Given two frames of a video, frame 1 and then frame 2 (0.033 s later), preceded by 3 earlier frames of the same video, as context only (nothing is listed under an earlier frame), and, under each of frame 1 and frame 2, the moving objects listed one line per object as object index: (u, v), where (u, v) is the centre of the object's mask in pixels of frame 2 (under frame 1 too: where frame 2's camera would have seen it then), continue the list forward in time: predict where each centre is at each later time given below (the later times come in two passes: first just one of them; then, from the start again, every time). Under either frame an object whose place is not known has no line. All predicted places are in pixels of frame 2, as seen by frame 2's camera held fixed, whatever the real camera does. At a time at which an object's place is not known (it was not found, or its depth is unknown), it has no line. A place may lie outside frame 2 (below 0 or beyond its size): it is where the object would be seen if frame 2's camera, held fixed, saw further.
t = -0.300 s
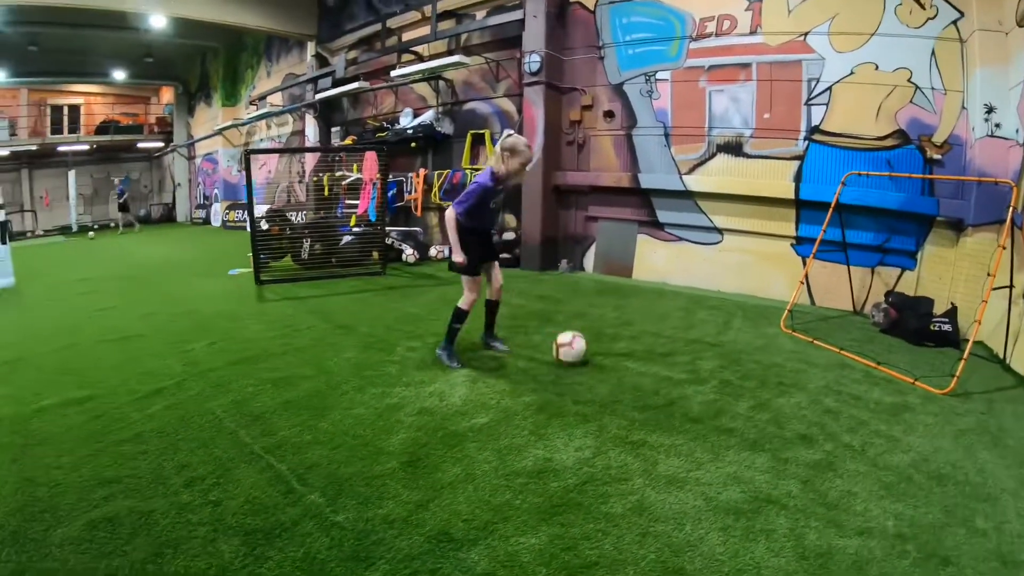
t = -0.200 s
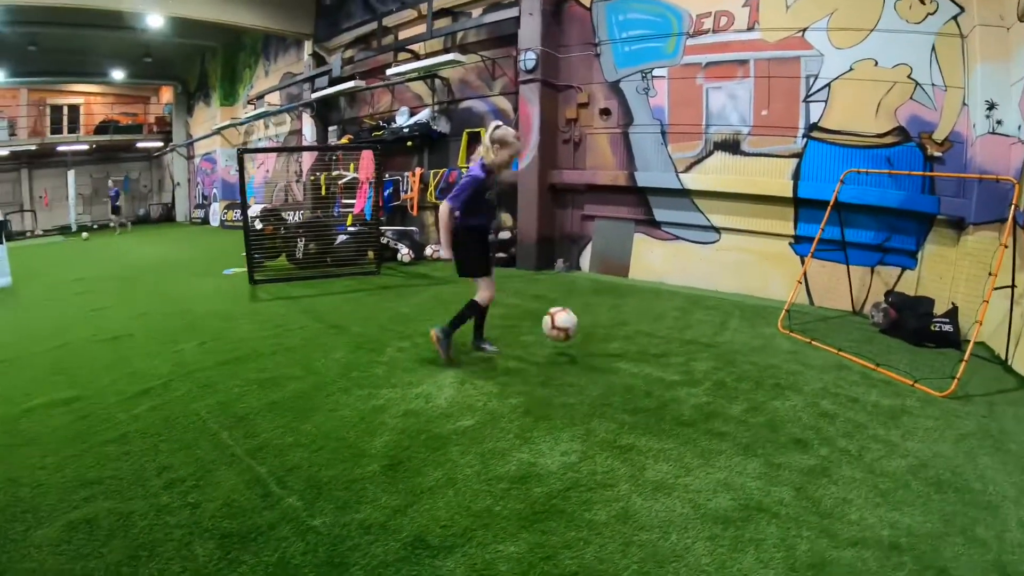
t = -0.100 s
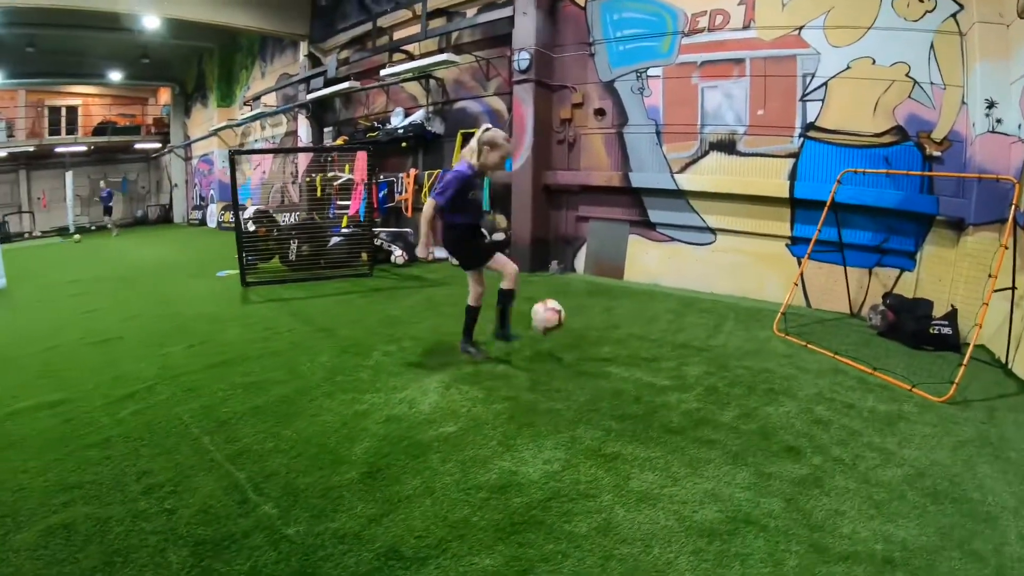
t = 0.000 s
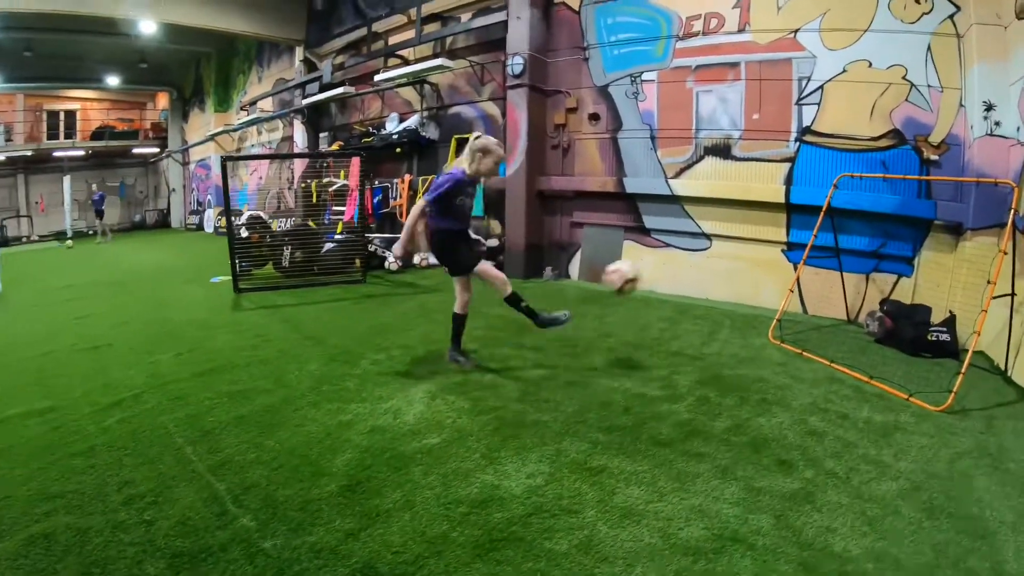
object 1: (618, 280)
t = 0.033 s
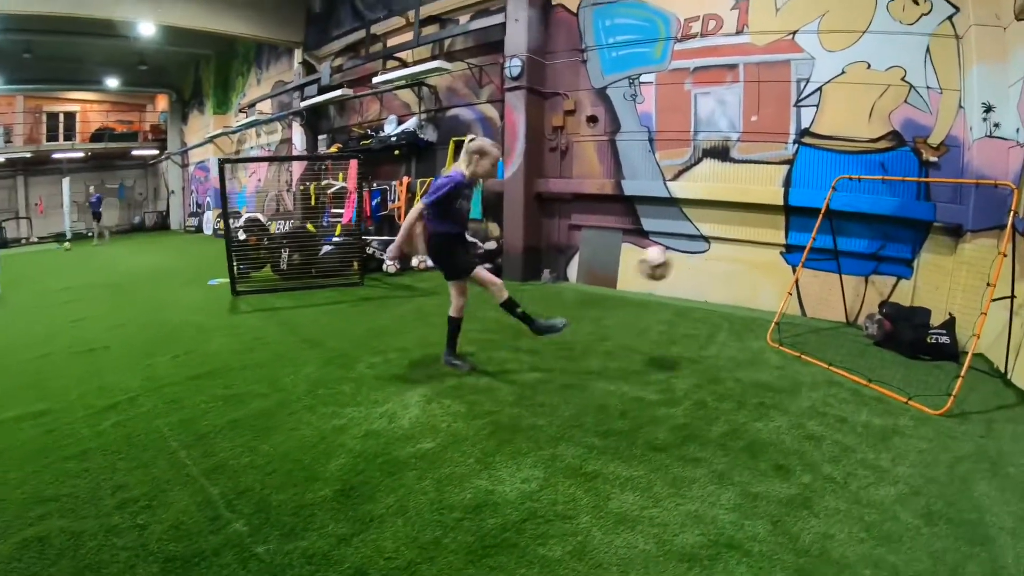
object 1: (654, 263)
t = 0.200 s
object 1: (802, 211)
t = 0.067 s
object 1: (687, 248)
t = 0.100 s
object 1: (720, 236)
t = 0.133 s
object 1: (749, 226)
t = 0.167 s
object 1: (777, 218)
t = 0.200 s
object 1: (802, 211)
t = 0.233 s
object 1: (827, 209)
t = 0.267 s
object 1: (849, 206)
